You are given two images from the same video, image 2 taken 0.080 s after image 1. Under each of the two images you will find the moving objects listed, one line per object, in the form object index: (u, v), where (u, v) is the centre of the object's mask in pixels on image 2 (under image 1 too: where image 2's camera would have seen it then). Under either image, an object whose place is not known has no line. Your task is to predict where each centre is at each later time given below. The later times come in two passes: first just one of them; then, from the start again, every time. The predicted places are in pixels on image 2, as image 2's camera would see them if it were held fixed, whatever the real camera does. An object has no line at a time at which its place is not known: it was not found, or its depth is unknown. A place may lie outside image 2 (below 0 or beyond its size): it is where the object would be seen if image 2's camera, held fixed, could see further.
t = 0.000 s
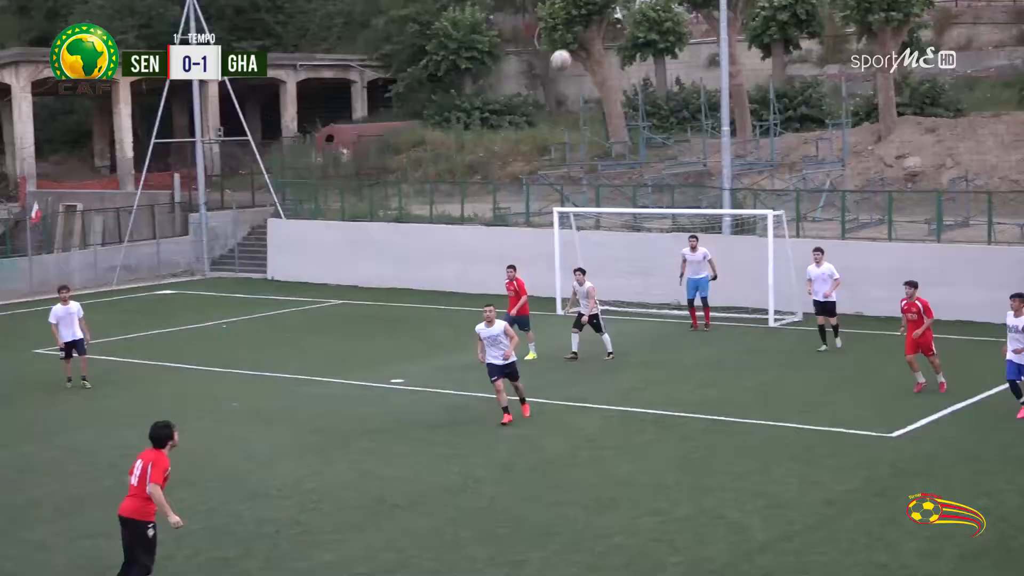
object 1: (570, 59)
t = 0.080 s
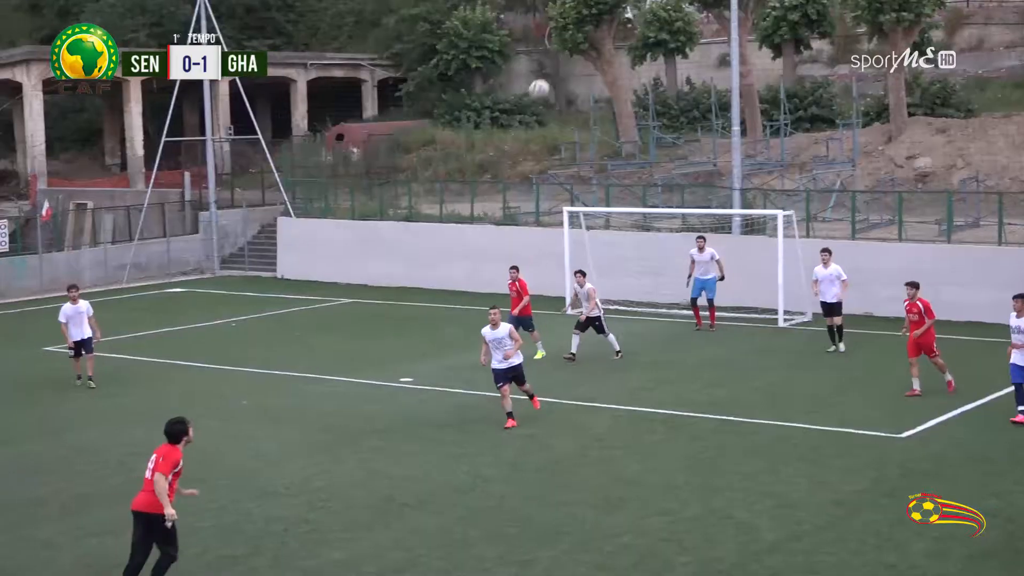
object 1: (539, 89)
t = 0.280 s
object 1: (458, 195)
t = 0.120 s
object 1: (523, 107)
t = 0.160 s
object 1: (507, 124)
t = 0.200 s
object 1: (492, 145)
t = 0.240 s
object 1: (475, 169)
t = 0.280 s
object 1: (458, 195)
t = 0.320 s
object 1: (441, 222)
